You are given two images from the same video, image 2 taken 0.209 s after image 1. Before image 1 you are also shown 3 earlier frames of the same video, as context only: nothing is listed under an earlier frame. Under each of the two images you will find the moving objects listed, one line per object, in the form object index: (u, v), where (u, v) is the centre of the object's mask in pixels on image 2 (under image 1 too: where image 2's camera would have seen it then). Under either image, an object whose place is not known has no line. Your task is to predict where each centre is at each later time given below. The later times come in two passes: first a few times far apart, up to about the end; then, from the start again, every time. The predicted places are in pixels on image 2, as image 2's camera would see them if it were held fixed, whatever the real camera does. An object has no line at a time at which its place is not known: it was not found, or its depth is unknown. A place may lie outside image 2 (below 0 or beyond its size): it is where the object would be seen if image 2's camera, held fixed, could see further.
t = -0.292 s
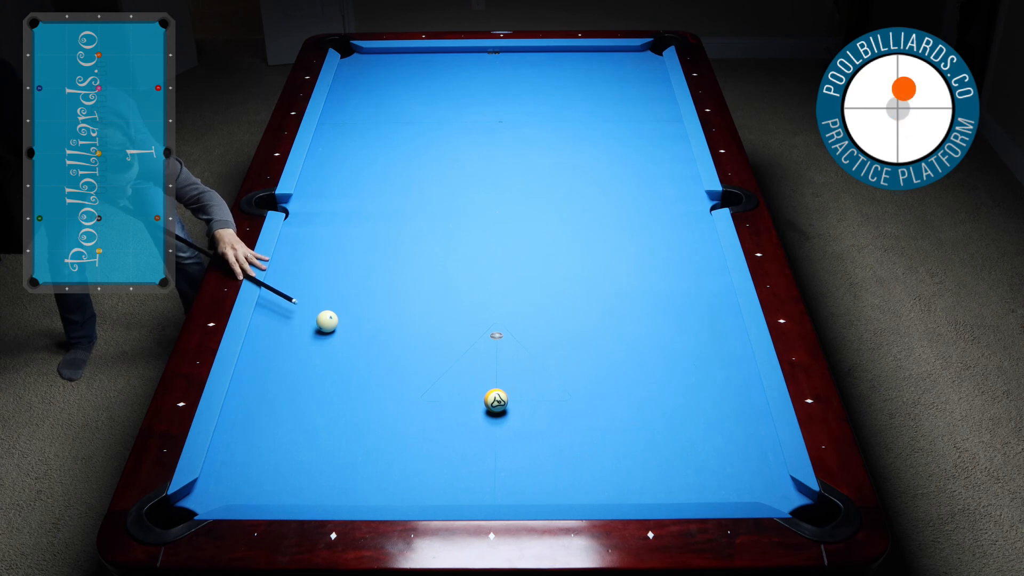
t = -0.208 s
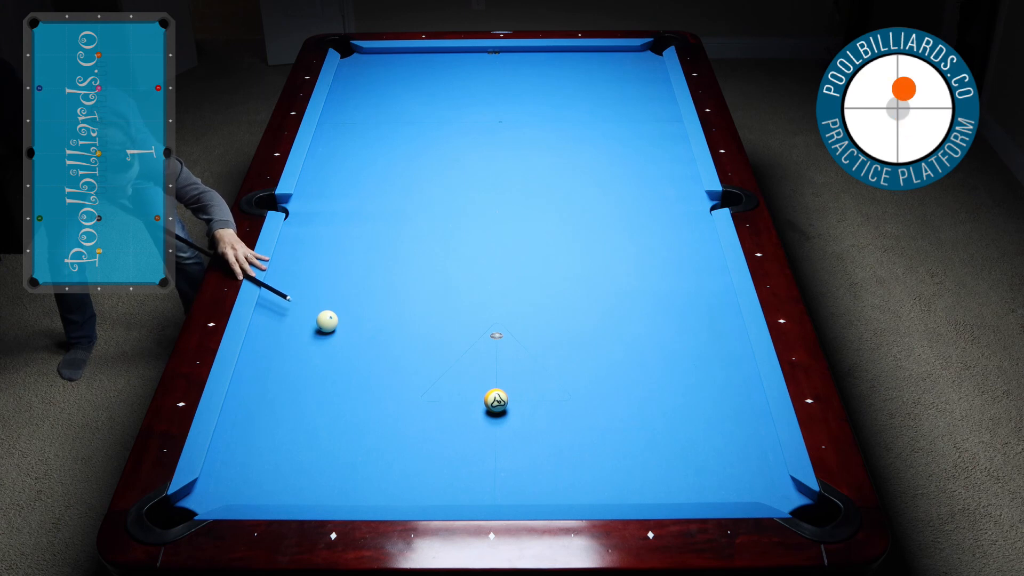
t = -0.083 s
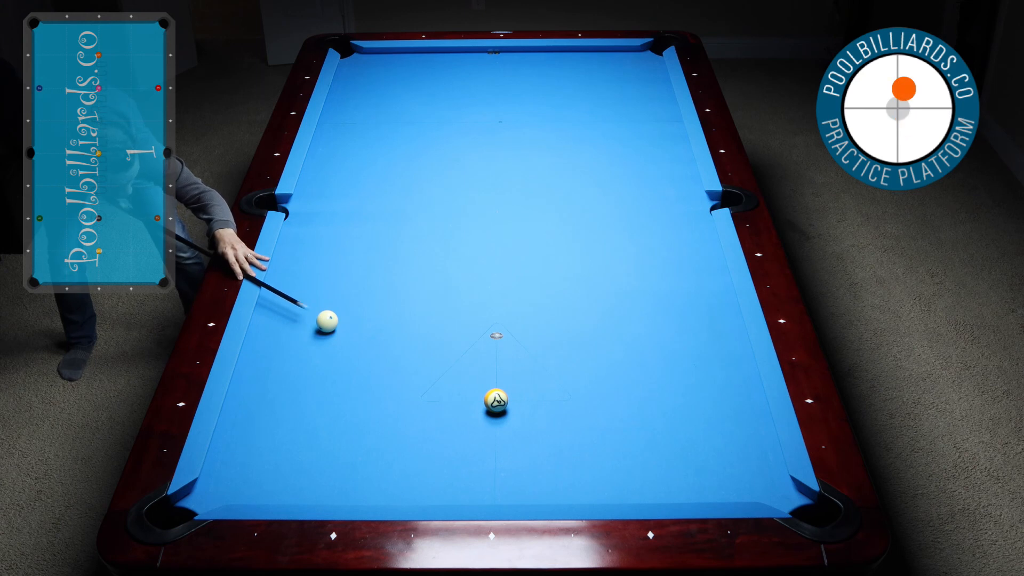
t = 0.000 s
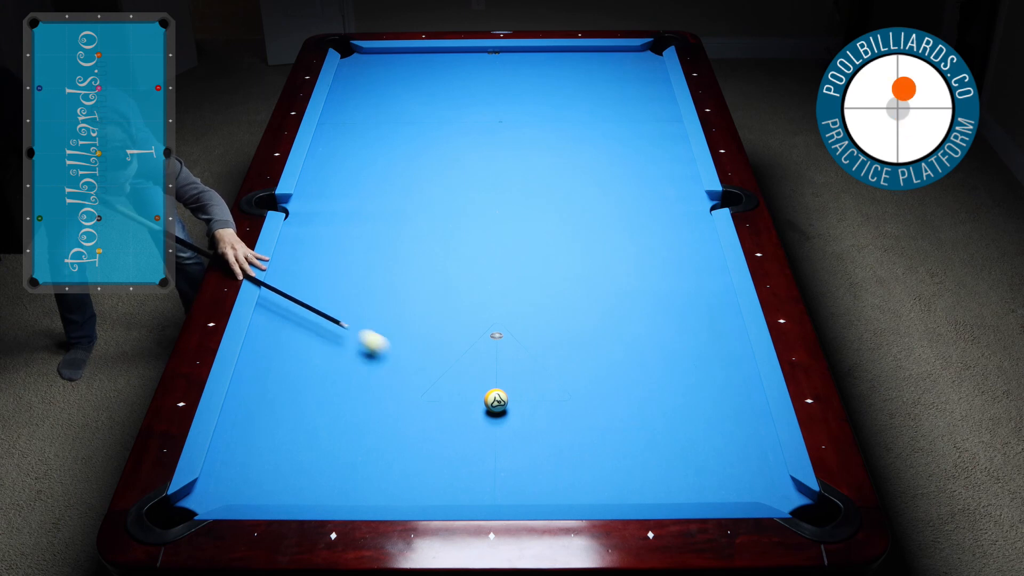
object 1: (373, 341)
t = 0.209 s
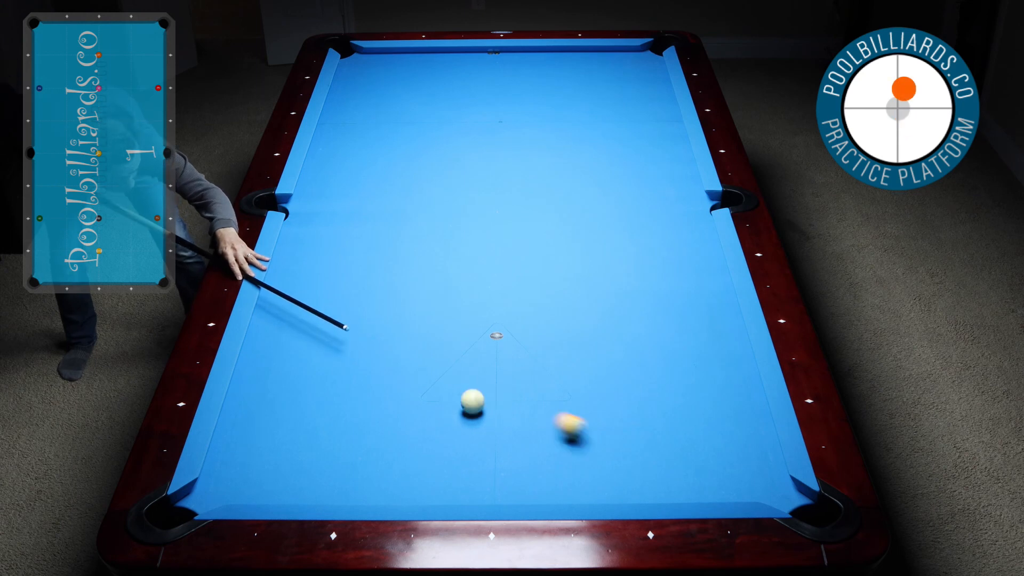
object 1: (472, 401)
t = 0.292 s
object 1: (476, 412)
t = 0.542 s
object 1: (518, 456)
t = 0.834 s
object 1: (571, 488)
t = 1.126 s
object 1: (604, 457)
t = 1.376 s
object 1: (629, 432)
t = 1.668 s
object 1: (655, 407)
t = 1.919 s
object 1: (674, 387)
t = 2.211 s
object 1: (695, 367)
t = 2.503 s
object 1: (713, 349)
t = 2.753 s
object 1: (726, 335)
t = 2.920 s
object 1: (734, 327)
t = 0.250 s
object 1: (473, 406)
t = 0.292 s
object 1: (476, 412)
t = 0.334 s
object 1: (481, 418)
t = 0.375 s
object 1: (487, 425)
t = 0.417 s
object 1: (494, 433)
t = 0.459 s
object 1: (502, 440)
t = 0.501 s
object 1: (510, 448)
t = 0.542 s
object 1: (518, 456)
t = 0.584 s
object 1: (526, 464)
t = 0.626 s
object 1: (535, 472)
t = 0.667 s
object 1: (543, 480)
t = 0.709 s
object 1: (551, 488)
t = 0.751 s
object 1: (560, 494)
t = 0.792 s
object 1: (567, 492)
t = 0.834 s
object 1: (571, 488)
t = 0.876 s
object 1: (576, 484)
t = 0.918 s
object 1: (581, 479)
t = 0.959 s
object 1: (586, 475)
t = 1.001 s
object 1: (590, 470)
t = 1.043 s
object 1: (595, 465)
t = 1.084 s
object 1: (600, 461)
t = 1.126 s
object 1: (604, 457)
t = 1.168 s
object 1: (608, 452)
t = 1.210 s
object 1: (613, 448)
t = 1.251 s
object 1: (617, 444)
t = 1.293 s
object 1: (621, 440)
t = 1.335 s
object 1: (625, 436)
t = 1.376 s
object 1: (629, 432)
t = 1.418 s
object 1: (633, 428)
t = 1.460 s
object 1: (637, 425)
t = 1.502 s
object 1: (640, 421)
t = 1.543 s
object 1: (644, 417)
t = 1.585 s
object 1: (648, 414)
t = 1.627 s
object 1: (651, 410)
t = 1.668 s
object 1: (655, 407)
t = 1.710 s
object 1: (658, 404)
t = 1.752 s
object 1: (662, 400)
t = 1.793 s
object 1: (665, 397)
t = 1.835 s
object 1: (668, 394)
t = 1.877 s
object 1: (671, 390)
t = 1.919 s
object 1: (674, 387)
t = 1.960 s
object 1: (677, 384)
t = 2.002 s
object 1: (680, 381)
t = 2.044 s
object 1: (684, 378)
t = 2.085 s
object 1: (686, 375)
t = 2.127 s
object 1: (689, 372)
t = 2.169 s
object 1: (692, 370)
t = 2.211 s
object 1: (695, 367)
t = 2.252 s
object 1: (698, 364)
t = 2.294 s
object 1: (700, 362)
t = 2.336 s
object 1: (703, 359)
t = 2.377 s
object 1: (705, 356)
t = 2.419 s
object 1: (708, 354)
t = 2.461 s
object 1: (710, 351)
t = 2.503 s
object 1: (713, 349)
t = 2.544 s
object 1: (715, 347)
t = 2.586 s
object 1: (717, 344)
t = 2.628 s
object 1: (720, 342)
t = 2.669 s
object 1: (722, 339)
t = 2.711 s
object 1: (724, 337)
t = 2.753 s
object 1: (726, 335)
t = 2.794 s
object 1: (728, 333)
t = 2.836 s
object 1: (731, 331)
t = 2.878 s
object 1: (733, 329)
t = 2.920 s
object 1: (734, 327)
